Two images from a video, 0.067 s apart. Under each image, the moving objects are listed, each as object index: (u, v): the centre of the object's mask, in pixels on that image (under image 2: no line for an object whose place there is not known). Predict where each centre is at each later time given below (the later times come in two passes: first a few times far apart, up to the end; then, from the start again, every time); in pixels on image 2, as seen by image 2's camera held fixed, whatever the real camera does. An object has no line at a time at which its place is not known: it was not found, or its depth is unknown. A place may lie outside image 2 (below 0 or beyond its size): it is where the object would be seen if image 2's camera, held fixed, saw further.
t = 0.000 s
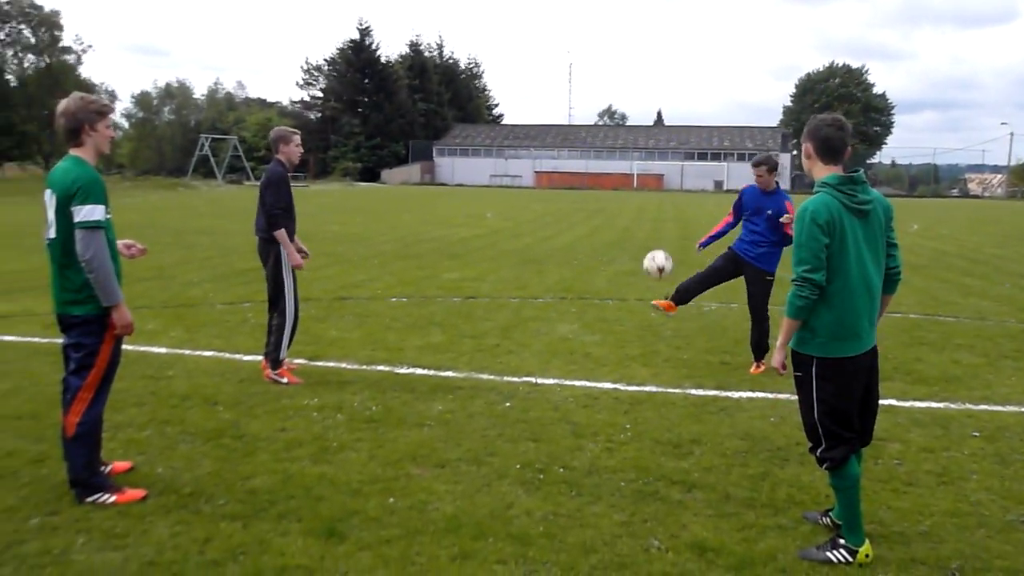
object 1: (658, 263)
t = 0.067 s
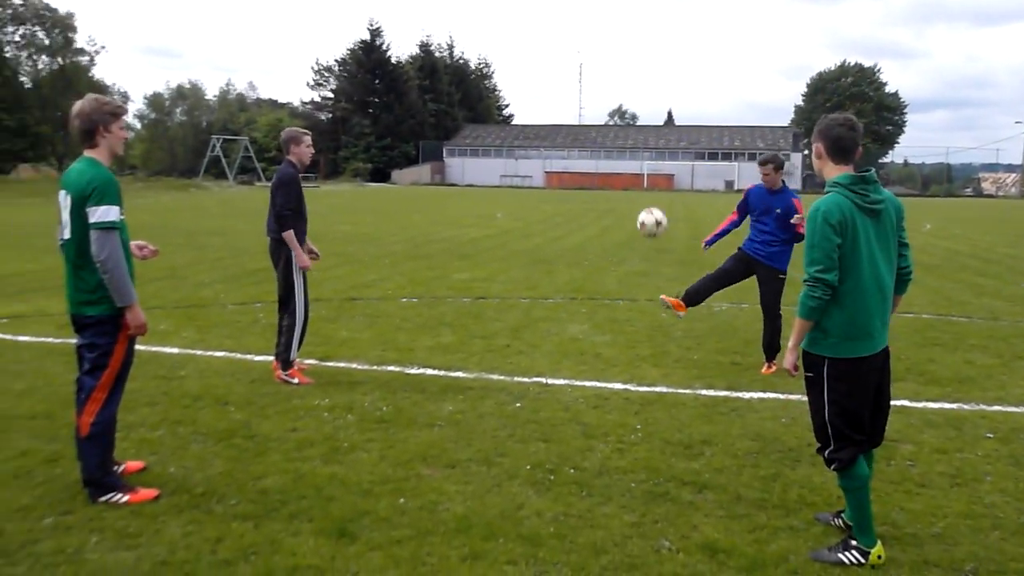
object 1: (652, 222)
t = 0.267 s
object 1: (601, 126)
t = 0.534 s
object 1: (526, 75)
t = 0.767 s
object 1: (456, 109)
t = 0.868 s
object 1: (427, 151)
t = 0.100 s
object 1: (643, 202)
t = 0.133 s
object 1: (635, 184)
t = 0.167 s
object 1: (626, 167)
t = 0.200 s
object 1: (618, 152)
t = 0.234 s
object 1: (609, 136)
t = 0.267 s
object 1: (601, 126)
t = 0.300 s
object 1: (591, 114)
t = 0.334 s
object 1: (582, 104)
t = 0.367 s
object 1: (573, 94)
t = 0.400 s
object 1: (563, 87)
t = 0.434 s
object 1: (554, 81)
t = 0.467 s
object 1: (544, 77)
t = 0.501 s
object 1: (534, 75)
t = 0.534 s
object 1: (526, 75)
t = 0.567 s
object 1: (515, 75)
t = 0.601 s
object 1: (505, 77)
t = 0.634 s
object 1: (495, 78)
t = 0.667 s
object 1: (486, 85)
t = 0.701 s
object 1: (476, 91)
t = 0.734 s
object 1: (466, 99)
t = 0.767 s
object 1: (456, 109)
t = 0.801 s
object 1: (446, 122)
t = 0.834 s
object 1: (436, 135)
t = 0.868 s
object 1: (427, 151)
